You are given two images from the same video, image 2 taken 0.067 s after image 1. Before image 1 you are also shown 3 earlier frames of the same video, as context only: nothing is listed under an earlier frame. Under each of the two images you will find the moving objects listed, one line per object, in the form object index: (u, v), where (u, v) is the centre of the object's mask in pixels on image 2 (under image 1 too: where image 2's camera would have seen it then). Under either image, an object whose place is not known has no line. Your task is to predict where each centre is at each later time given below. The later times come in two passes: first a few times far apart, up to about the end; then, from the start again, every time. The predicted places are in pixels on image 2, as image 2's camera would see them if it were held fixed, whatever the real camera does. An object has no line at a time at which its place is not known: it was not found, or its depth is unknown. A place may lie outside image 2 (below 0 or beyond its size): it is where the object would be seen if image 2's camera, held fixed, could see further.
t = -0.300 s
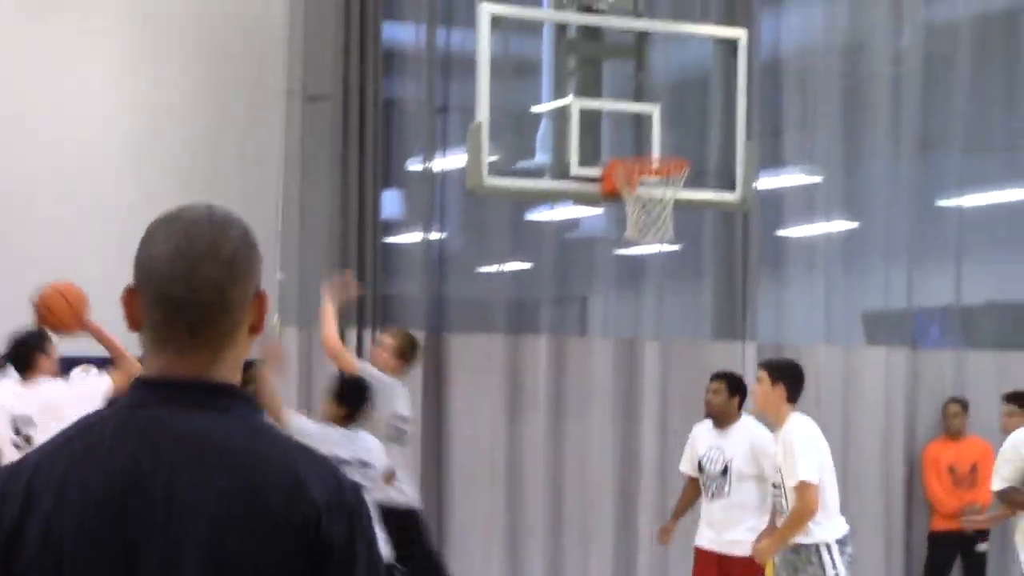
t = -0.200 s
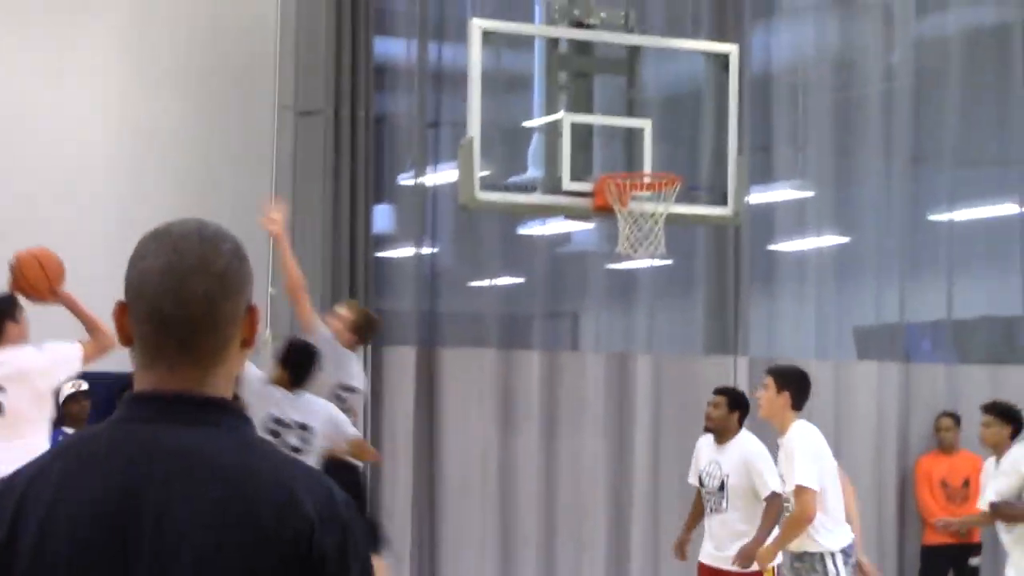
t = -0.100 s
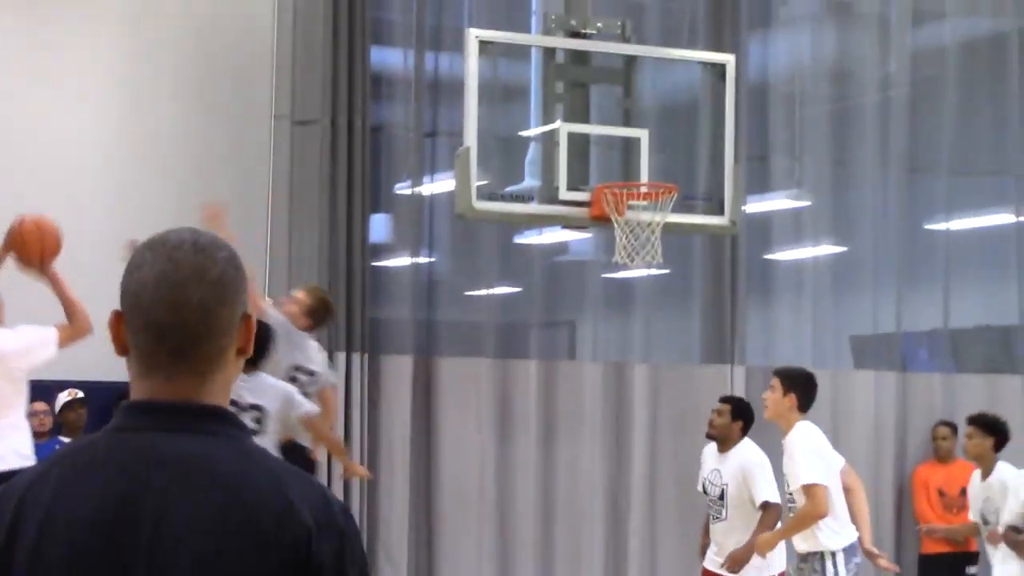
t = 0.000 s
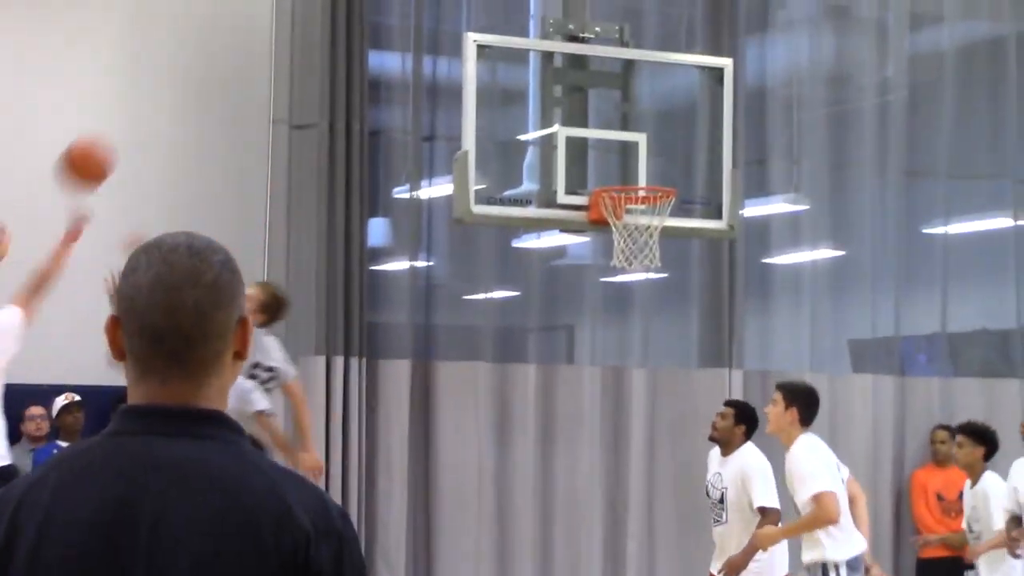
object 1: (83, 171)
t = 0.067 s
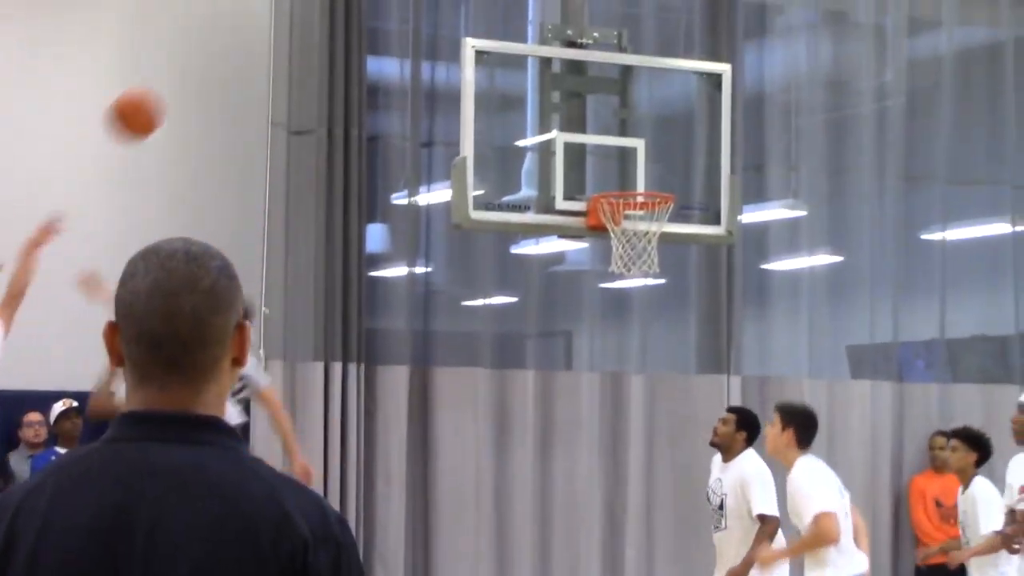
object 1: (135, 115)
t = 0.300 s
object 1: (296, 4)
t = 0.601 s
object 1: (475, 17)
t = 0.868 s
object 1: (612, 160)
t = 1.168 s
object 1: (586, 167)
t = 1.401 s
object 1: (547, 190)
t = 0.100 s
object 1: (160, 91)
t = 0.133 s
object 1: (184, 70)
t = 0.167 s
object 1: (207, 52)
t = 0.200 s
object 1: (230, 37)
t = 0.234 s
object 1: (251, 24)
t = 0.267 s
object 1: (275, 11)
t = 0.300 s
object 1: (296, 4)
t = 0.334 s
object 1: (318, 0)
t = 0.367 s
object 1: (339, -3)
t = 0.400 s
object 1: (358, -5)
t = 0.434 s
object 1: (379, -5)
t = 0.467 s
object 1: (397, -4)
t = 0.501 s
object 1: (417, -2)
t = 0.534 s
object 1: (437, 2)
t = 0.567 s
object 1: (455, 8)
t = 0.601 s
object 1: (475, 17)
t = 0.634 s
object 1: (493, 28)
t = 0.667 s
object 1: (510, 42)
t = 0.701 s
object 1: (528, 57)
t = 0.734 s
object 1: (547, 75)
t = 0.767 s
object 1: (563, 93)
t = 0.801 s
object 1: (578, 110)
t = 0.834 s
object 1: (596, 134)
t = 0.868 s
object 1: (612, 160)
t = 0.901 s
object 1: (626, 176)
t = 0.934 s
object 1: (636, 178)
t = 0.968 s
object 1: (645, 182)
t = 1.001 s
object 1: (648, 183)
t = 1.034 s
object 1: (635, 178)
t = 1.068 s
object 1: (622, 174)
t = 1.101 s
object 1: (611, 171)
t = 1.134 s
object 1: (599, 168)
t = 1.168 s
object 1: (586, 167)
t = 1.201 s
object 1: (575, 167)
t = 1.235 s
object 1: (570, 167)
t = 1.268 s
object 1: (565, 168)
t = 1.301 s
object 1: (561, 171)
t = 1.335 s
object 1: (556, 175)
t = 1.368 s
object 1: (552, 182)
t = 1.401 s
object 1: (547, 190)
